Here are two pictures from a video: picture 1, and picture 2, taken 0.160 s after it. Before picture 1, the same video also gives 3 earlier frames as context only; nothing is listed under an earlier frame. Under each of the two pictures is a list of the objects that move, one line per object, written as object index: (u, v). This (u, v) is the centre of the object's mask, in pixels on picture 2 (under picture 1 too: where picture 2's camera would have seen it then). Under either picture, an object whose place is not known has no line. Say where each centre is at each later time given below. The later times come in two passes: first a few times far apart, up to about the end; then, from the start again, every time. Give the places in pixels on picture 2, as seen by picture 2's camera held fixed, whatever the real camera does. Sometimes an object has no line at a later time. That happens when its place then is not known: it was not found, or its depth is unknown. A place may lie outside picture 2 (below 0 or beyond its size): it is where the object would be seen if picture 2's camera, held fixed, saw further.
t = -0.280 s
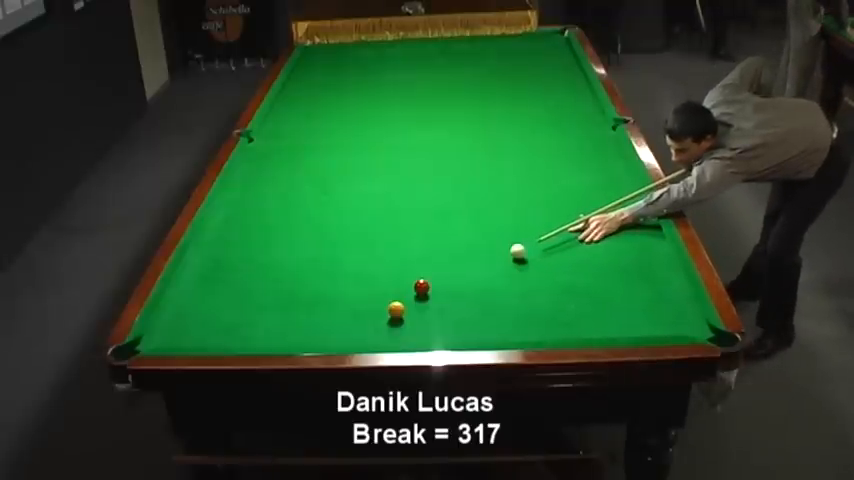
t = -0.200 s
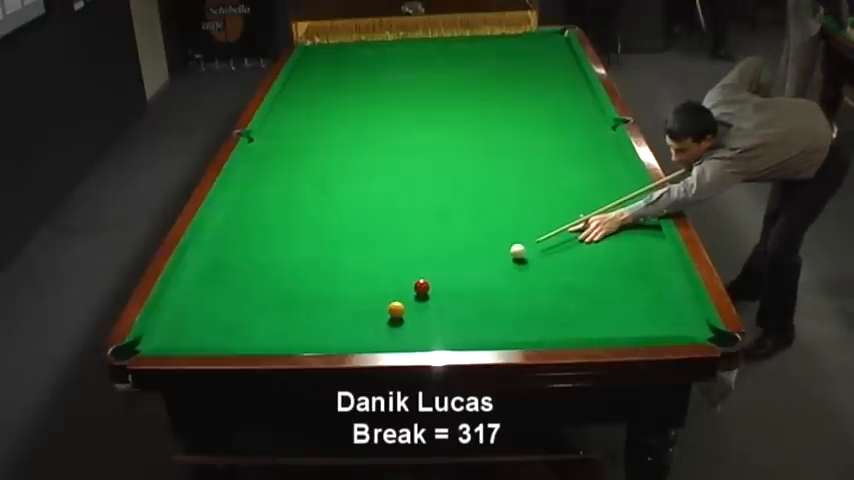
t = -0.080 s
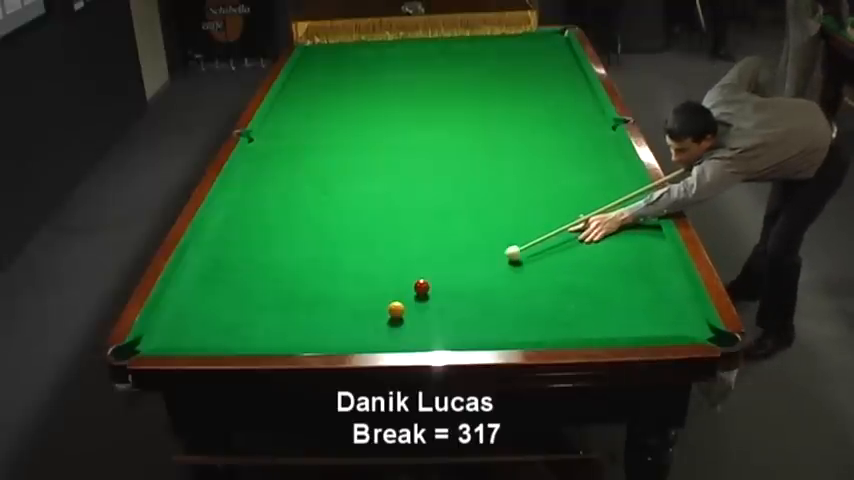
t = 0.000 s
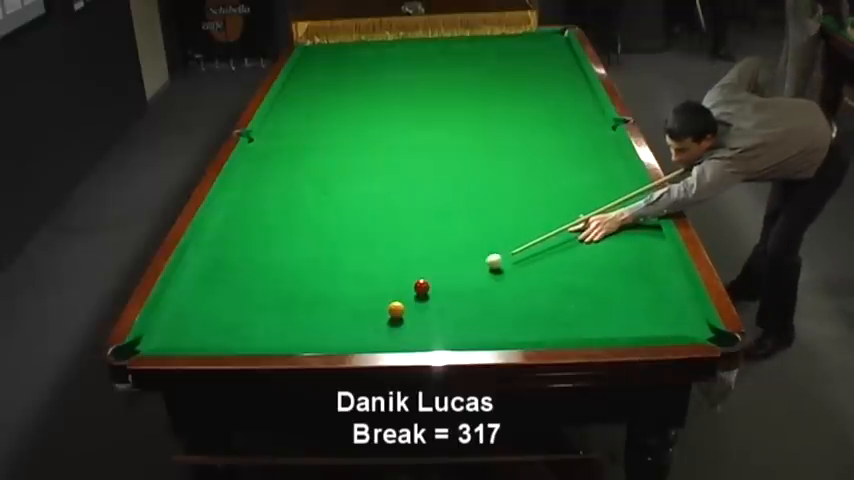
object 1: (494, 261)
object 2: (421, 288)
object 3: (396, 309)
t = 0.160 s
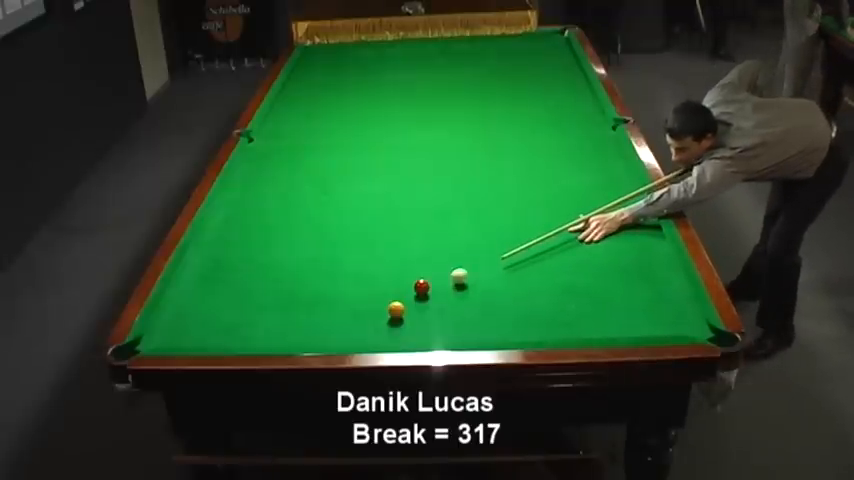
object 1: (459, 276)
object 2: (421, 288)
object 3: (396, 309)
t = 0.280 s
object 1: (437, 287)
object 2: (417, 288)
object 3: (396, 309)
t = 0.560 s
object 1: (424, 308)
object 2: (374, 293)
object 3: (396, 310)
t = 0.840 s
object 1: (411, 329)
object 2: (336, 298)
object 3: (396, 310)
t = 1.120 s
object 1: (401, 333)
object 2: (300, 303)
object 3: (396, 309)
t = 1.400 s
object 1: (394, 321)
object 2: (266, 307)
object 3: (396, 308)
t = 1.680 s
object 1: (387, 317)
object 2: (236, 311)
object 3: (397, 304)
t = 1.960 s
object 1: (383, 316)
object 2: (209, 314)
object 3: (398, 300)
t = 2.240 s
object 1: (380, 315)
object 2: (183, 318)
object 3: (399, 298)
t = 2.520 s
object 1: (379, 315)
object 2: (161, 321)
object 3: (400, 297)
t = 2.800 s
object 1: (379, 315)
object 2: (168, 322)
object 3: (400, 297)
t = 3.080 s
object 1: (379, 315)
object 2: (178, 324)
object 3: (400, 297)
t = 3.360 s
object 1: (379, 315)
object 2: (185, 325)
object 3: (400, 297)
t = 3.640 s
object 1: (379, 315)
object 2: (191, 325)
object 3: (400, 297)
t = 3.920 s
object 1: (379, 315)
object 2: (194, 326)
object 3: (400, 297)
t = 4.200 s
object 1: (379, 315)
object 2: (196, 326)
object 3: (400, 297)
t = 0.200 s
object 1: (450, 280)
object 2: (421, 288)
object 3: (396, 309)
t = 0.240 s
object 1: (441, 283)
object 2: (421, 288)
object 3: (396, 309)
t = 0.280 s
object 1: (437, 287)
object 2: (417, 288)
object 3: (396, 309)
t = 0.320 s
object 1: (436, 290)
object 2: (410, 289)
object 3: (396, 309)
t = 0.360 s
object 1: (434, 293)
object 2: (404, 289)
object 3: (396, 310)
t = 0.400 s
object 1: (432, 295)
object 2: (398, 290)
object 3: (396, 310)
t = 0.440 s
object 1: (430, 298)
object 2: (391, 291)
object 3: (396, 310)
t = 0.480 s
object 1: (428, 302)
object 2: (386, 292)
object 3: (396, 310)
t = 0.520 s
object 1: (426, 305)
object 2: (380, 292)
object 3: (396, 310)
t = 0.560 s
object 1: (424, 308)
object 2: (374, 293)
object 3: (396, 310)
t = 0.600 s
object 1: (422, 311)
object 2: (369, 294)
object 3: (396, 310)
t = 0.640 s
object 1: (420, 314)
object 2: (363, 295)
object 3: (396, 310)
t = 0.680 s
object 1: (418, 317)
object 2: (358, 295)
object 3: (396, 310)
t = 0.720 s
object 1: (417, 320)
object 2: (352, 296)
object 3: (396, 310)
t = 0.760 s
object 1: (415, 323)
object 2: (346, 297)
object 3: (396, 310)
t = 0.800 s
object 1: (413, 326)
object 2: (341, 297)
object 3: (396, 310)
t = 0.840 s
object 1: (411, 329)
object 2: (336, 298)
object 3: (396, 310)
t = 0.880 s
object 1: (409, 332)
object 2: (330, 299)
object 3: (396, 310)
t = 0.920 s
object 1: (407, 334)
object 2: (325, 299)
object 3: (396, 310)
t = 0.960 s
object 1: (405, 336)
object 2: (320, 300)
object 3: (396, 310)
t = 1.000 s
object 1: (403, 337)
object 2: (315, 300)
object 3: (396, 310)
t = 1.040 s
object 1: (402, 336)
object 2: (310, 301)
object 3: (396, 310)
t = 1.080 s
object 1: (402, 334)
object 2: (305, 302)
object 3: (396, 310)
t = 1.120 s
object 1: (401, 333)
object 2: (300, 303)
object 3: (396, 309)
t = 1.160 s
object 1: (400, 332)
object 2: (295, 303)
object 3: (396, 309)
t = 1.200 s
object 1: (399, 329)
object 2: (290, 304)
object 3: (396, 309)
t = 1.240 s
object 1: (398, 327)
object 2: (285, 304)
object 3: (396, 309)
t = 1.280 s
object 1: (397, 326)
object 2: (280, 305)
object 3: (396, 309)
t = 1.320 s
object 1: (396, 324)
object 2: (276, 306)
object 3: (396, 309)
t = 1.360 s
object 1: (395, 322)
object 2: (271, 306)
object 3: (396, 308)
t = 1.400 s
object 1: (394, 321)
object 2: (266, 307)
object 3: (396, 308)
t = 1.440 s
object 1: (393, 320)
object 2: (262, 308)
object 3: (396, 307)
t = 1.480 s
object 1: (392, 319)
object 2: (258, 308)
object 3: (397, 307)
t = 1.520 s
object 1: (391, 319)
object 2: (253, 308)
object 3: (396, 306)
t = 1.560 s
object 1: (390, 318)
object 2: (249, 309)
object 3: (396, 305)
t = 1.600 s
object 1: (389, 318)
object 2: (245, 309)
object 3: (397, 305)
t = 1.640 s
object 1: (388, 317)
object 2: (240, 310)
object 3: (397, 304)
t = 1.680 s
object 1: (387, 317)
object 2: (236, 311)
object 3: (397, 304)
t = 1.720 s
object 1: (387, 317)
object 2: (232, 312)
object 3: (397, 304)
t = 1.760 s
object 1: (386, 317)
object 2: (228, 312)
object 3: (397, 304)
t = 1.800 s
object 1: (385, 317)
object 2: (224, 313)
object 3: (397, 303)
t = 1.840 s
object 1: (385, 316)
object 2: (220, 313)
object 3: (398, 302)
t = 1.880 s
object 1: (384, 316)
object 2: (216, 313)
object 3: (398, 302)
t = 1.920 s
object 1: (383, 316)
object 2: (212, 314)
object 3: (398, 301)
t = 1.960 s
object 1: (383, 316)
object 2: (209, 314)
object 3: (398, 300)
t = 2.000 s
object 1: (382, 316)
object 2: (205, 315)
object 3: (399, 300)
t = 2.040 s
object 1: (382, 315)
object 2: (201, 316)
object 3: (399, 300)
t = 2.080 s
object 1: (381, 315)
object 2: (198, 316)
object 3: (399, 299)
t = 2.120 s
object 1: (381, 315)
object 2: (194, 316)
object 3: (399, 299)
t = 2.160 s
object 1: (380, 315)
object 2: (190, 317)
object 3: (399, 299)
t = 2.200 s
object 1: (380, 315)
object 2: (187, 317)
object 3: (399, 299)
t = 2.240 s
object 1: (380, 315)
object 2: (183, 318)
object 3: (399, 298)
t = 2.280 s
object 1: (380, 315)
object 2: (180, 318)
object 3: (399, 298)
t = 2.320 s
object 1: (379, 315)
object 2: (177, 319)
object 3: (400, 298)
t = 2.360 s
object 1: (379, 315)
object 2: (173, 319)
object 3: (400, 298)
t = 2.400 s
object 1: (379, 315)
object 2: (170, 319)
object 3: (400, 298)
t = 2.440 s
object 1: (379, 315)
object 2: (167, 320)
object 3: (400, 298)
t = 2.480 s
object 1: (379, 315)
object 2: (164, 321)
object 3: (400, 297)
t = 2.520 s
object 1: (379, 315)
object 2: (161, 321)
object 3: (400, 297)
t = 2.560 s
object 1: (379, 315)
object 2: (159, 321)
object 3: (400, 297)
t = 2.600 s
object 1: (379, 315)
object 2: (160, 322)
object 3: (400, 297)
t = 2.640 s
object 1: (379, 315)
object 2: (162, 322)
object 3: (400, 297)
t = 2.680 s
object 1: (379, 315)
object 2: (164, 322)
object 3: (400, 297)
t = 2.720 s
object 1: (379, 315)
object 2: (165, 322)
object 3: (400, 297)
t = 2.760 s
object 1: (379, 315)
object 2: (167, 322)
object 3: (400, 297)
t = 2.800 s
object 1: (379, 315)
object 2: (168, 322)
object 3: (400, 297)
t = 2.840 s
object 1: (379, 315)
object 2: (170, 323)
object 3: (400, 297)
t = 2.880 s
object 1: (379, 315)
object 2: (171, 323)
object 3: (400, 297)
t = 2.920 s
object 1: (379, 315)
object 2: (173, 323)
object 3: (400, 297)
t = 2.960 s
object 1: (379, 315)
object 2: (174, 323)
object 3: (400, 297)
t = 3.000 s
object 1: (379, 315)
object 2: (175, 323)
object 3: (400, 297)
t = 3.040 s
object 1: (379, 315)
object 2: (177, 324)
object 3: (400, 297)
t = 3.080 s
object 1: (379, 315)
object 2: (178, 324)
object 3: (400, 297)
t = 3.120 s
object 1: (379, 315)
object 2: (179, 324)
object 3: (400, 297)
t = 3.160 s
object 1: (379, 315)
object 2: (180, 324)
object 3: (400, 297)
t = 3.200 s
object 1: (379, 315)
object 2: (181, 324)
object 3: (400, 297)
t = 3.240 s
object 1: (379, 315)
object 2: (183, 324)
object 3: (400, 297)
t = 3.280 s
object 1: (379, 315)
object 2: (183, 324)
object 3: (400, 297)
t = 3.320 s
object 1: (379, 315)
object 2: (184, 324)
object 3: (400, 297)
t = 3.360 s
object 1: (379, 315)
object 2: (185, 325)
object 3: (400, 297)
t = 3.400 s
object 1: (379, 315)
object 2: (186, 325)
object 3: (400, 297)
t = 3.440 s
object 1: (379, 315)
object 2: (187, 325)
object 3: (400, 297)
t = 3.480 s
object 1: (379, 315)
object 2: (188, 325)
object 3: (400, 297)
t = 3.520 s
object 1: (379, 315)
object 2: (189, 325)
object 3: (400, 297)
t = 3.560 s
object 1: (379, 315)
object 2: (189, 325)
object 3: (400, 297)
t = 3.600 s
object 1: (379, 315)
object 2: (190, 325)
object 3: (400, 297)
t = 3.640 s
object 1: (379, 315)
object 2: (191, 325)
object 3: (400, 297)
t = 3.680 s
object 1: (379, 315)
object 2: (191, 325)
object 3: (400, 297)
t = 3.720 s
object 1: (379, 315)
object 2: (192, 326)
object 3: (400, 297)
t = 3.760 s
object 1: (379, 315)
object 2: (193, 326)
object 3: (400, 297)
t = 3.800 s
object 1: (379, 315)
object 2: (193, 326)
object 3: (400, 297)
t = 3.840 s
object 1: (379, 315)
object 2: (194, 326)
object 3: (400, 297)
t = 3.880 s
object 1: (379, 315)
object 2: (194, 326)
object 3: (400, 297)
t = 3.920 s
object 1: (379, 315)
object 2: (194, 326)
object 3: (400, 297)
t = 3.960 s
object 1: (379, 315)
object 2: (195, 326)
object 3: (400, 297)
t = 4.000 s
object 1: (379, 315)
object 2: (195, 326)
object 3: (400, 297)
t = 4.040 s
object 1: (379, 315)
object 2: (195, 326)
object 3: (400, 297)
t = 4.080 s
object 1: (379, 315)
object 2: (195, 326)
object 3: (400, 297)
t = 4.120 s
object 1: (379, 315)
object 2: (195, 326)
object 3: (400, 297)
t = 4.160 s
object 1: (379, 315)
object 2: (196, 326)
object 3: (400, 297)
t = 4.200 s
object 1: (379, 315)
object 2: (196, 326)
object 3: (400, 297)
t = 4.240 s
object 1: (379, 315)
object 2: (196, 326)
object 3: (400, 297)
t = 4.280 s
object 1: (379, 315)
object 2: (196, 326)
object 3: (400, 297)
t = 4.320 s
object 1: (379, 315)
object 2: (196, 326)
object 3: (400, 297)
